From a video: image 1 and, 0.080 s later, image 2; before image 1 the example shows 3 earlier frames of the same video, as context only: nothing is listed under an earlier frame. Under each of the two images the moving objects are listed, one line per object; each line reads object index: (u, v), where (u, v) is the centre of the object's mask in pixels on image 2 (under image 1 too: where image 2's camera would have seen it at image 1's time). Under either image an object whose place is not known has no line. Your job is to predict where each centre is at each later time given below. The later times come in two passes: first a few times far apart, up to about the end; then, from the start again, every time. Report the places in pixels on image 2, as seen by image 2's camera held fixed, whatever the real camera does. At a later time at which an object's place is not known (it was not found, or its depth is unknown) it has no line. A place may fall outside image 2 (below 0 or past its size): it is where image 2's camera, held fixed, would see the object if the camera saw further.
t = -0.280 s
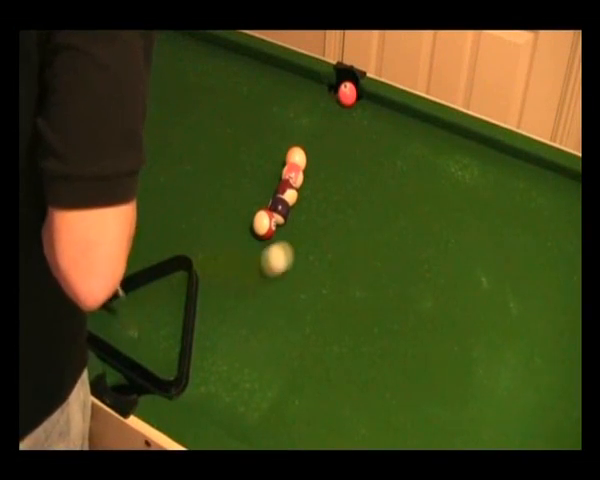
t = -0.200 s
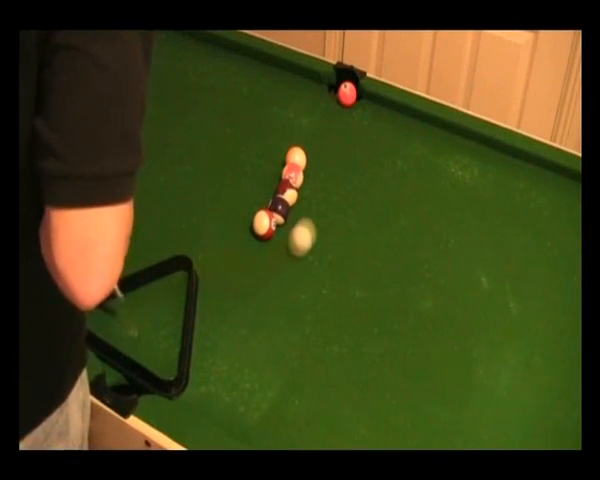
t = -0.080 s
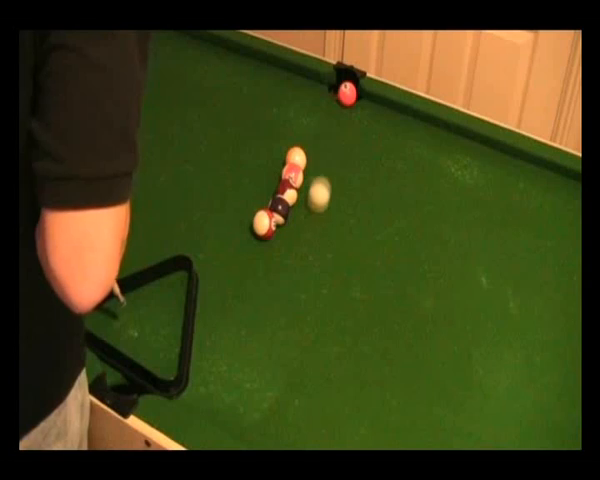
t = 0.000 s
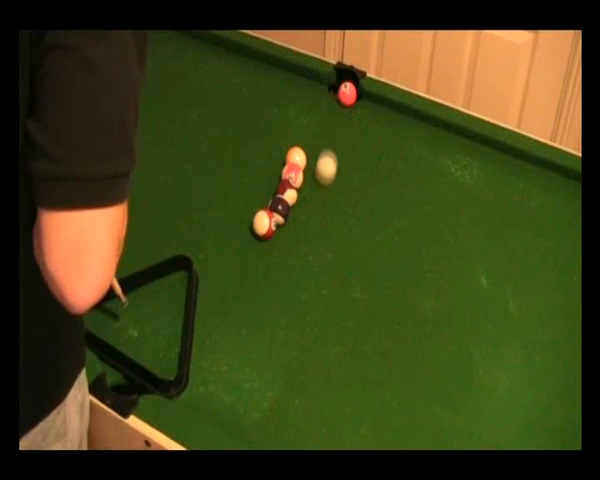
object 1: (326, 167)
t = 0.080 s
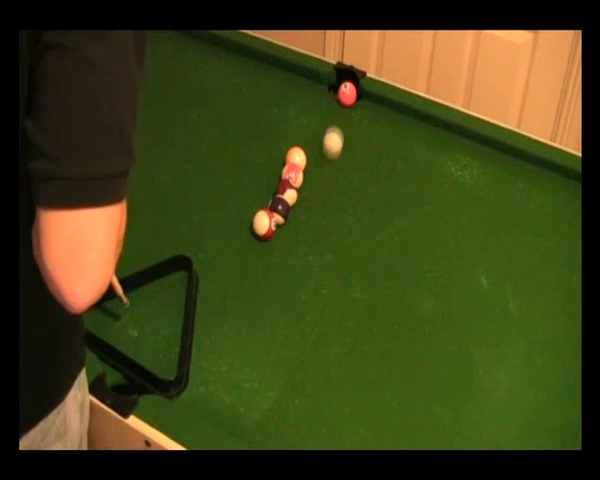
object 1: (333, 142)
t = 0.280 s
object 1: (339, 102)
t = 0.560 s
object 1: (329, 84)
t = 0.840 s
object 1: (315, 86)
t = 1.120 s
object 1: (299, 91)
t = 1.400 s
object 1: (285, 95)
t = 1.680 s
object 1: (272, 99)
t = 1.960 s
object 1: (260, 102)
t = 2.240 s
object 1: (251, 104)
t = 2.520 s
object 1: (243, 105)
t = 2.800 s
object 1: (237, 106)
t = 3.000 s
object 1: (233, 106)
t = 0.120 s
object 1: (336, 130)
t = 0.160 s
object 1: (338, 119)
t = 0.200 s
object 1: (341, 110)
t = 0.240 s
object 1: (340, 104)
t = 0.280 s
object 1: (339, 102)
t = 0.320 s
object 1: (337, 99)
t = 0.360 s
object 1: (336, 96)
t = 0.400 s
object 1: (335, 93)
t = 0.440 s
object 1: (333, 91)
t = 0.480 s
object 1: (332, 88)
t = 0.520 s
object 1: (331, 86)
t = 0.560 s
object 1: (329, 84)
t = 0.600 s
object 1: (328, 82)
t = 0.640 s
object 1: (326, 82)
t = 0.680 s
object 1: (324, 83)
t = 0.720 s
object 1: (321, 84)
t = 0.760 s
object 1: (319, 84)
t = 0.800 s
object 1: (317, 85)
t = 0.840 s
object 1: (315, 86)
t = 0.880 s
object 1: (312, 87)
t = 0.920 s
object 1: (310, 88)
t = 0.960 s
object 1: (308, 89)
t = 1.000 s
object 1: (306, 89)
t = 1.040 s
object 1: (304, 90)
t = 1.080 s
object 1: (301, 91)
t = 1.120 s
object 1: (299, 91)
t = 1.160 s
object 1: (297, 92)
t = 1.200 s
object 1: (295, 93)
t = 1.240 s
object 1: (293, 93)
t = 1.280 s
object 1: (291, 94)
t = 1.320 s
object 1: (289, 95)
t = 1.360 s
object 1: (287, 95)
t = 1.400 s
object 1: (285, 95)
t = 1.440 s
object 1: (283, 96)
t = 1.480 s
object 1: (281, 97)
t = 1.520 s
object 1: (279, 97)
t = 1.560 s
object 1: (277, 98)
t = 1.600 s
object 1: (275, 98)
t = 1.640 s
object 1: (273, 99)
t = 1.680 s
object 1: (272, 99)
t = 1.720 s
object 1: (270, 100)
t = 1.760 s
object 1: (268, 100)
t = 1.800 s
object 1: (267, 100)
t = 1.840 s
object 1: (265, 101)
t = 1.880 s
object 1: (264, 101)
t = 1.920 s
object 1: (262, 102)
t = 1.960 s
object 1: (260, 102)
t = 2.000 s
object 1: (259, 102)
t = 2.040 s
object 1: (258, 103)
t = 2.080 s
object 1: (256, 103)
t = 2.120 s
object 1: (255, 103)
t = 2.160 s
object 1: (254, 103)
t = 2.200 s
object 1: (252, 104)
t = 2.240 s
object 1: (251, 104)
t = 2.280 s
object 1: (250, 104)
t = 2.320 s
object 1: (249, 104)
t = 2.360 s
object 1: (247, 104)
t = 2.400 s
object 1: (246, 105)
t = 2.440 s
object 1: (245, 105)
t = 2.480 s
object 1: (244, 105)
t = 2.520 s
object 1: (243, 105)
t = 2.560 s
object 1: (242, 105)
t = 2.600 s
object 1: (241, 105)
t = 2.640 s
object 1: (240, 105)
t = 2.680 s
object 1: (239, 105)
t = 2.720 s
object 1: (238, 105)
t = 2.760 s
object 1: (237, 106)
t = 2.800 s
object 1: (237, 106)
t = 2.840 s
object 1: (236, 106)
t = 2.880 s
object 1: (235, 106)
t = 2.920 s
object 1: (234, 106)
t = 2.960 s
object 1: (234, 106)
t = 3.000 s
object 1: (233, 106)
